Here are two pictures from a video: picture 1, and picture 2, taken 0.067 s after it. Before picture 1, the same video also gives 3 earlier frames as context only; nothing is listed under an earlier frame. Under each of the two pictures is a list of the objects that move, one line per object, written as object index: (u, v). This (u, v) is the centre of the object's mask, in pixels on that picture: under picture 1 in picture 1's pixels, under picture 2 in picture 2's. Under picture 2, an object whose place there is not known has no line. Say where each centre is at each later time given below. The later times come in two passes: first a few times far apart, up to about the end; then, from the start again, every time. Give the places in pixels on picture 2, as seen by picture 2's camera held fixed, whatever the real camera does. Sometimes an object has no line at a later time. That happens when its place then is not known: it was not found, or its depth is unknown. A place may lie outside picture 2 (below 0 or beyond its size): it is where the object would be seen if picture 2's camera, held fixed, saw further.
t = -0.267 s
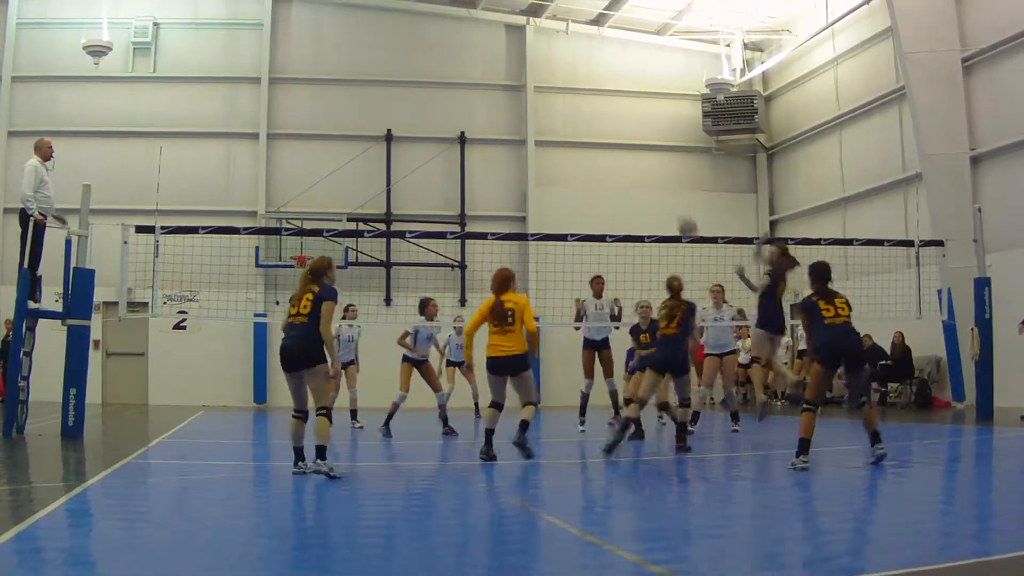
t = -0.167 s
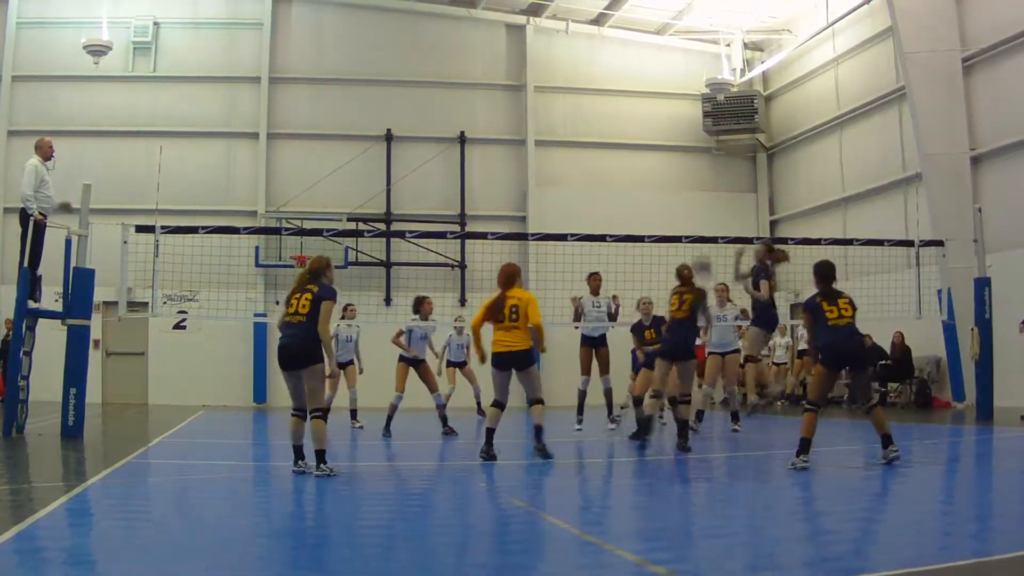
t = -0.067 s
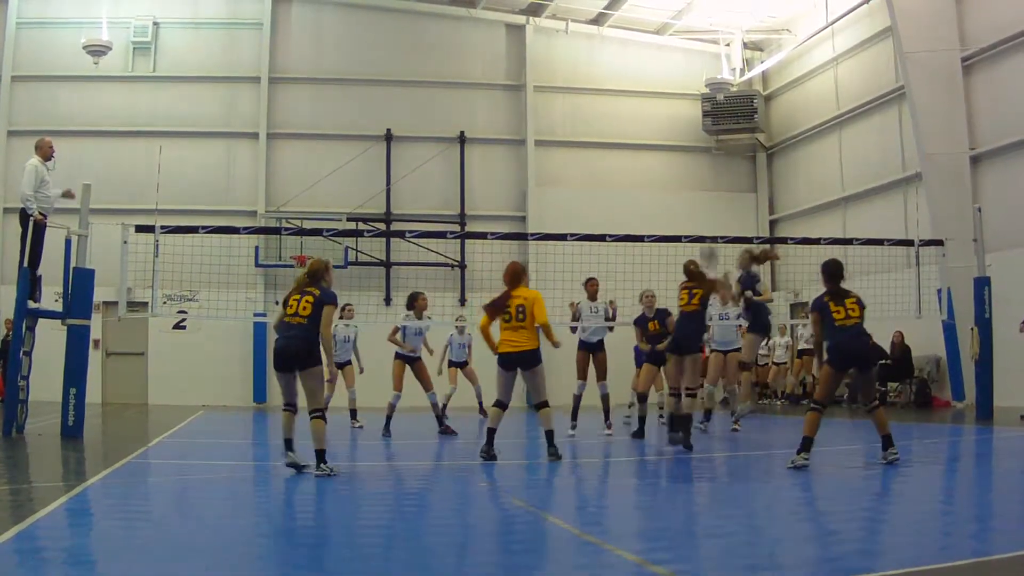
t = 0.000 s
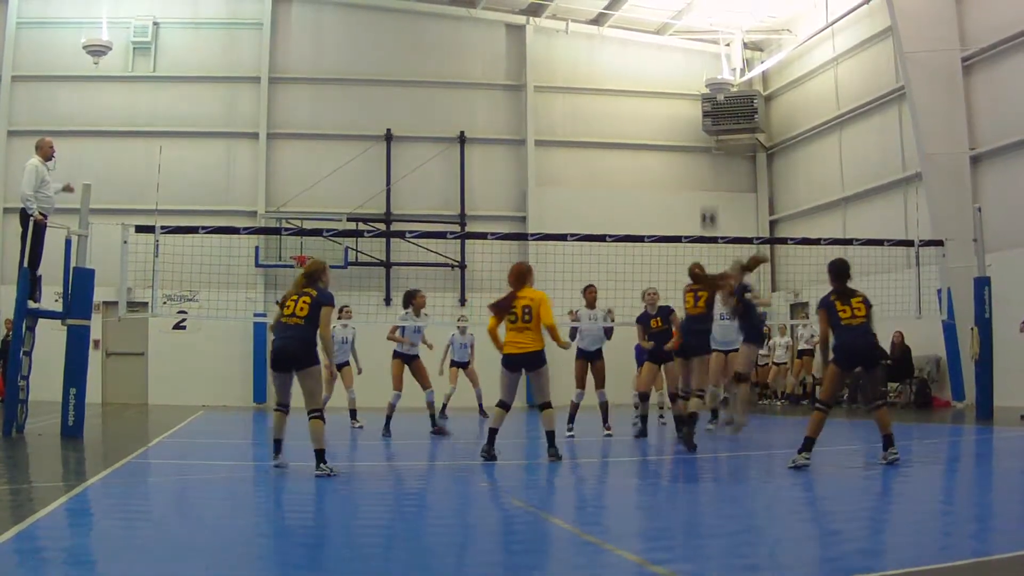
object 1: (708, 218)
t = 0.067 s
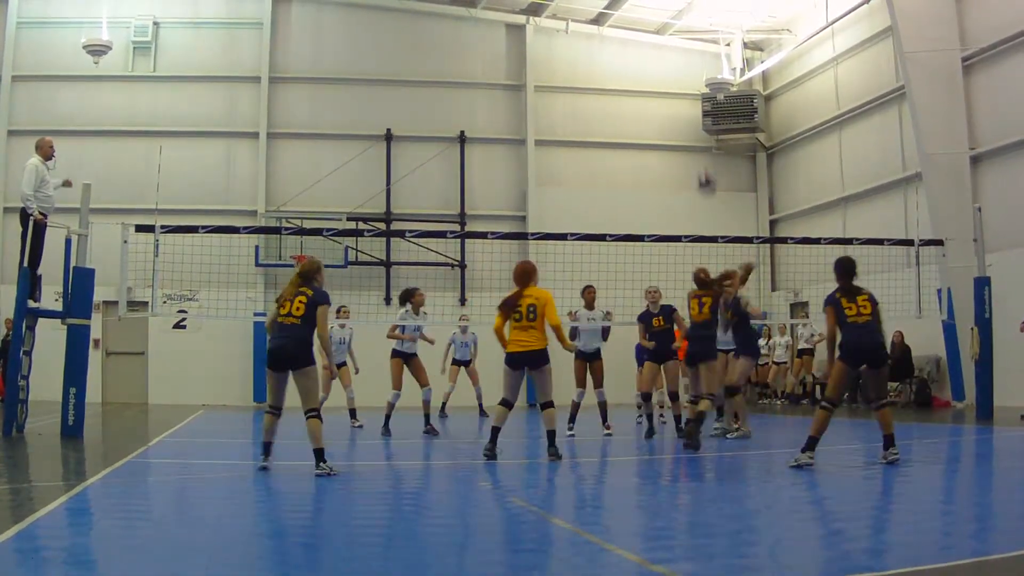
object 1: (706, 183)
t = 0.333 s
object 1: (699, 87)
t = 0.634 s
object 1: (697, 63)
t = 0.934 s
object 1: (697, 132)
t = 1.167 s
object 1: (699, 259)
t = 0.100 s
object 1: (704, 167)
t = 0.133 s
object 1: (706, 155)
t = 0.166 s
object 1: (704, 139)
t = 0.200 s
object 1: (702, 126)
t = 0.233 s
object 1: (703, 115)
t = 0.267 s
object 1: (702, 106)
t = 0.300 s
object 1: (700, 96)
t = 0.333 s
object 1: (699, 87)
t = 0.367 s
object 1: (701, 80)
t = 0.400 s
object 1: (700, 75)
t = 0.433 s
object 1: (700, 70)
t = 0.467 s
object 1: (699, 66)
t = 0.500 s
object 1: (699, 63)
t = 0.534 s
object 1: (698, 61)
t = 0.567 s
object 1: (698, 61)
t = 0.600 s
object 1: (697, 62)
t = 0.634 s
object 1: (697, 63)
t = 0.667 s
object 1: (697, 66)
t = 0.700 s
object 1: (697, 69)
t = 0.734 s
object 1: (697, 74)
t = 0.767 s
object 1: (697, 81)
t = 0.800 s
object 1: (696, 88)
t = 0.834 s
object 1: (697, 96)
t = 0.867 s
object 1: (695, 105)
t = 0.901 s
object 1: (696, 118)
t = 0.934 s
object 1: (697, 132)
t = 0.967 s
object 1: (698, 145)
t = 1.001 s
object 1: (697, 158)
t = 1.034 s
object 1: (697, 177)
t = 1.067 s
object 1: (698, 195)
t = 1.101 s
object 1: (698, 215)
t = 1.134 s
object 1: (699, 234)
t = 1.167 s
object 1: (699, 259)
